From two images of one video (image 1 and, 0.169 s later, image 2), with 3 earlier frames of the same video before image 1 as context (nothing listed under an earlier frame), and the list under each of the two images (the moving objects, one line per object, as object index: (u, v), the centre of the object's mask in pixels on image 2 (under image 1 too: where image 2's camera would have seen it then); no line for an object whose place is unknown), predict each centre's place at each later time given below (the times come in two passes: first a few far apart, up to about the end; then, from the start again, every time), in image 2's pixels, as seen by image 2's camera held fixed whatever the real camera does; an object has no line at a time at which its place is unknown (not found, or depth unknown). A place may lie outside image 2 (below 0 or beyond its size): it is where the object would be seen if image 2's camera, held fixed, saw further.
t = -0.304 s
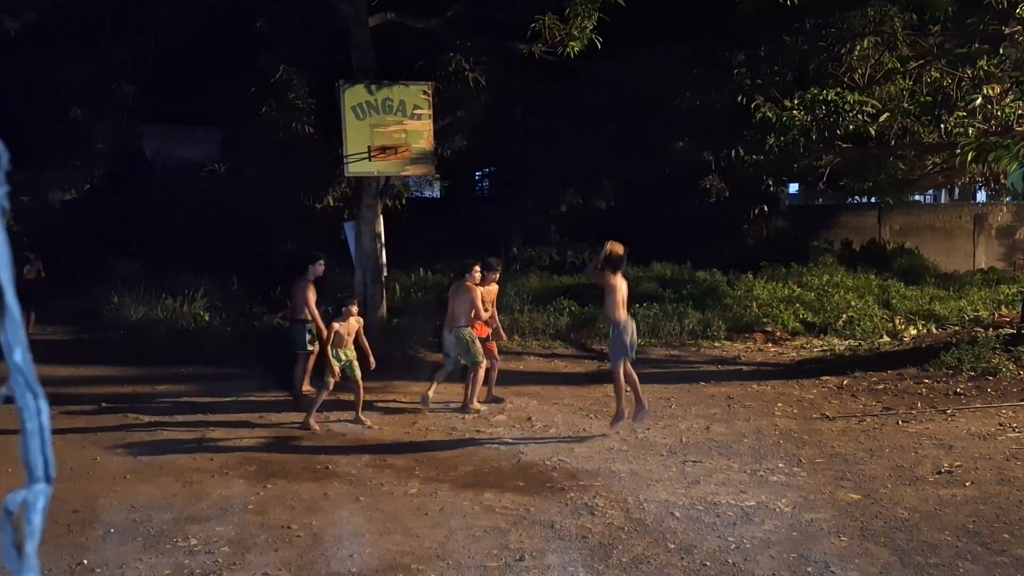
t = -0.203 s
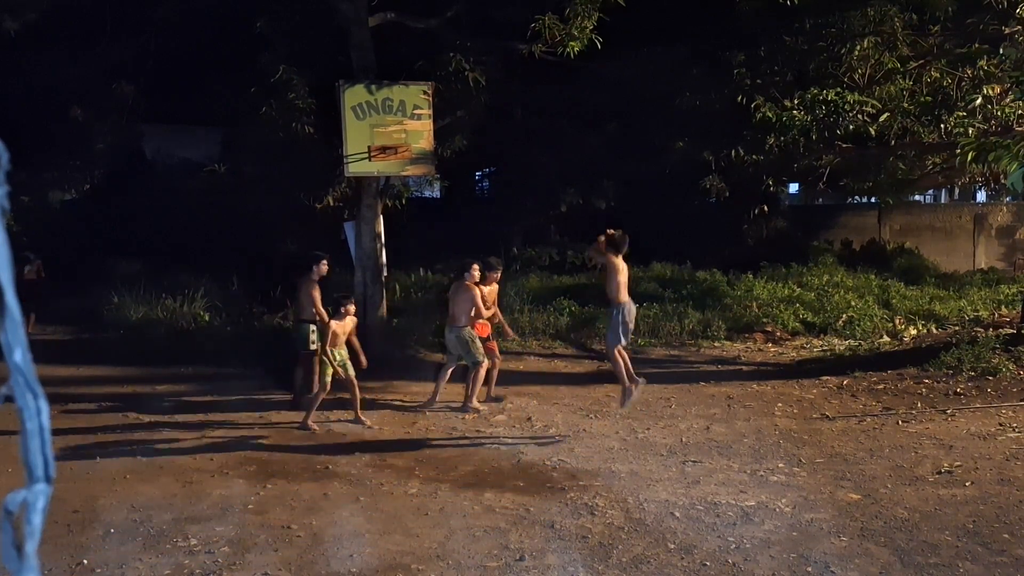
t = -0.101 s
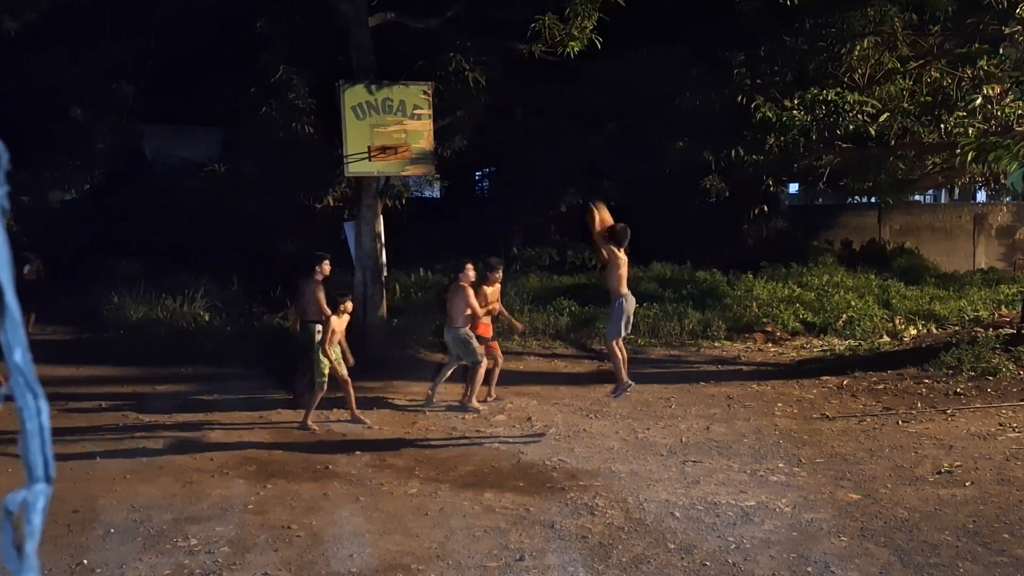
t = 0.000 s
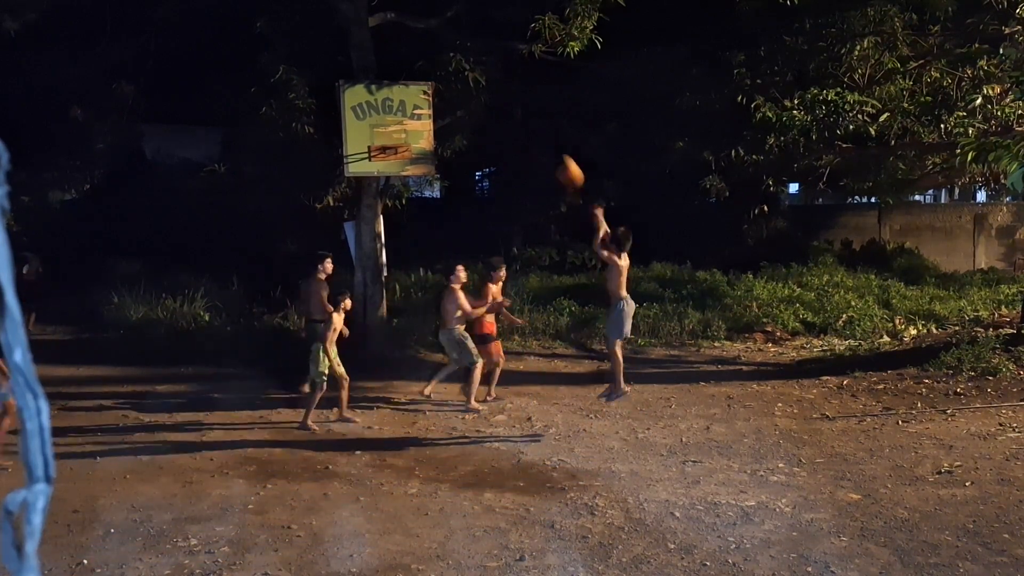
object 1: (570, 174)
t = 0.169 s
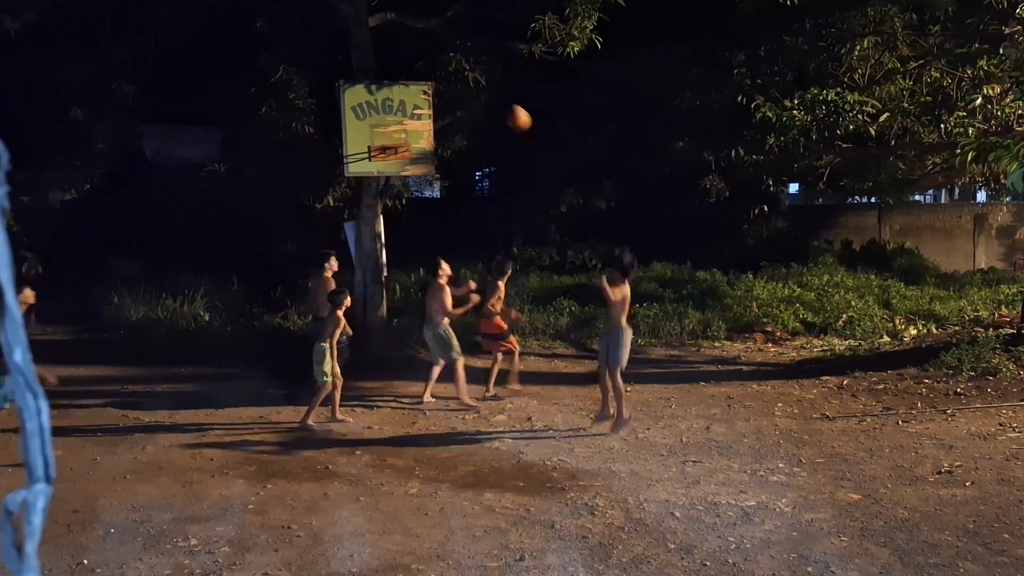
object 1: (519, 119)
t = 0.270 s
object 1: (491, 101)
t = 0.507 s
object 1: (432, 98)
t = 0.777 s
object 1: (374, 150)
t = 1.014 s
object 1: (361, 212)
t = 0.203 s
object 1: (509, 112)
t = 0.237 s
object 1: (500, 106)
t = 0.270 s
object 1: (491, 101)
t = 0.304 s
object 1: (482, 98)
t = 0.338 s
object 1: (474, 96)
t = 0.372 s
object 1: (465, 94)
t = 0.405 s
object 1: (457, 94)
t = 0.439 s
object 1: (447, 95)
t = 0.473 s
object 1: (441, 95)
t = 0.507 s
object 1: (432, 98)
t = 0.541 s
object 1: (424, 101)
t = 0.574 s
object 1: (417, 106)
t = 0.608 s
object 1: (409, 111)
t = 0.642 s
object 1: (401, 118)
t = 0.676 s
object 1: (392, 125)
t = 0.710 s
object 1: (384, 133)
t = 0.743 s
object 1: (381, 140)
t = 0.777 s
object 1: (374, 150)
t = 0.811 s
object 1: (367, 160)
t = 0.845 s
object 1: (361, 171)
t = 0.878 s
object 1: (360, 179)
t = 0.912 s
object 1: (362, 185)
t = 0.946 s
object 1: (362, 193)
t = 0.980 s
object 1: (361, 203)
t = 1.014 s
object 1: (361, 212)
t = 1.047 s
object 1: (361, 224)
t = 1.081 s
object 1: (360, 237)
